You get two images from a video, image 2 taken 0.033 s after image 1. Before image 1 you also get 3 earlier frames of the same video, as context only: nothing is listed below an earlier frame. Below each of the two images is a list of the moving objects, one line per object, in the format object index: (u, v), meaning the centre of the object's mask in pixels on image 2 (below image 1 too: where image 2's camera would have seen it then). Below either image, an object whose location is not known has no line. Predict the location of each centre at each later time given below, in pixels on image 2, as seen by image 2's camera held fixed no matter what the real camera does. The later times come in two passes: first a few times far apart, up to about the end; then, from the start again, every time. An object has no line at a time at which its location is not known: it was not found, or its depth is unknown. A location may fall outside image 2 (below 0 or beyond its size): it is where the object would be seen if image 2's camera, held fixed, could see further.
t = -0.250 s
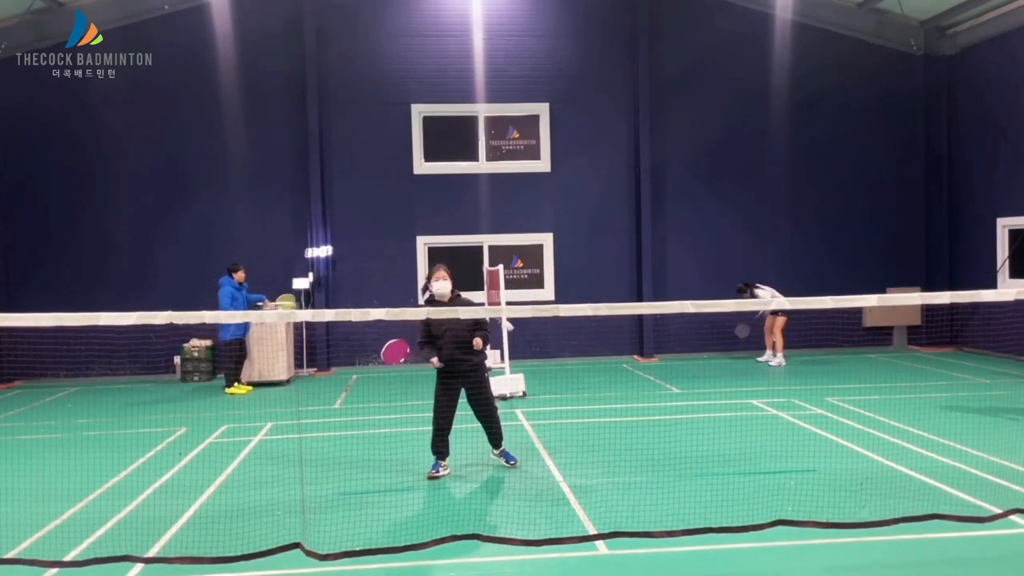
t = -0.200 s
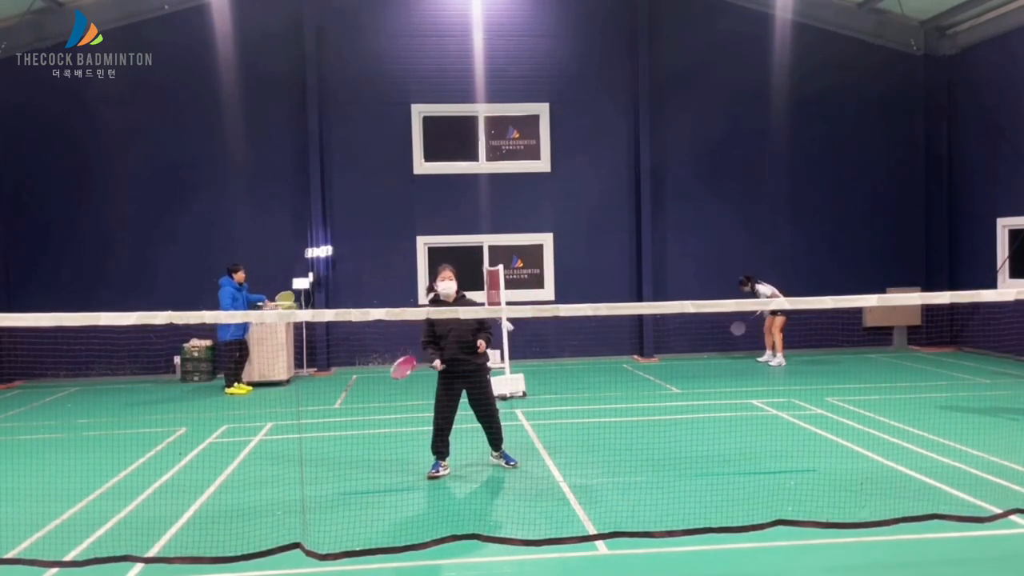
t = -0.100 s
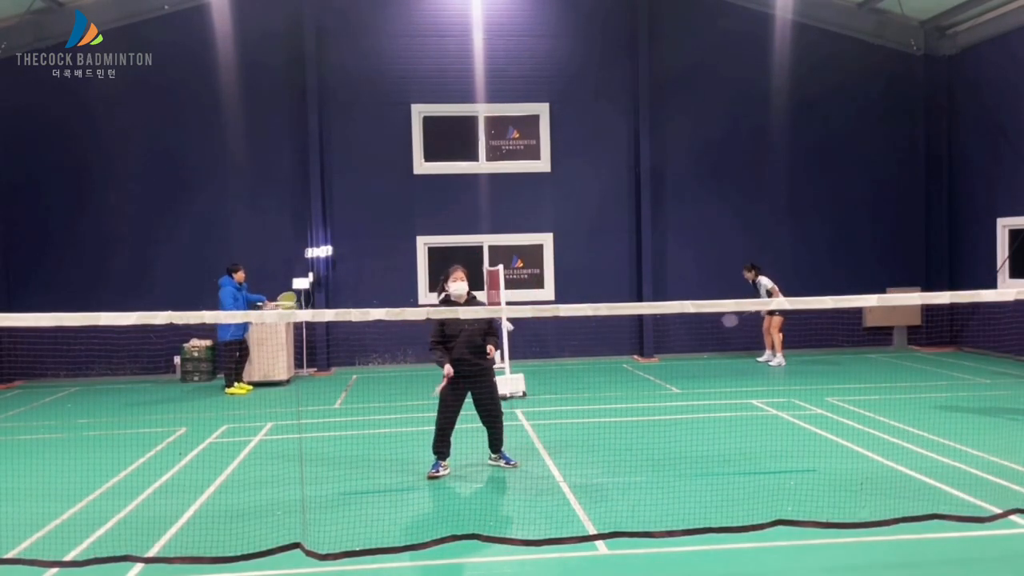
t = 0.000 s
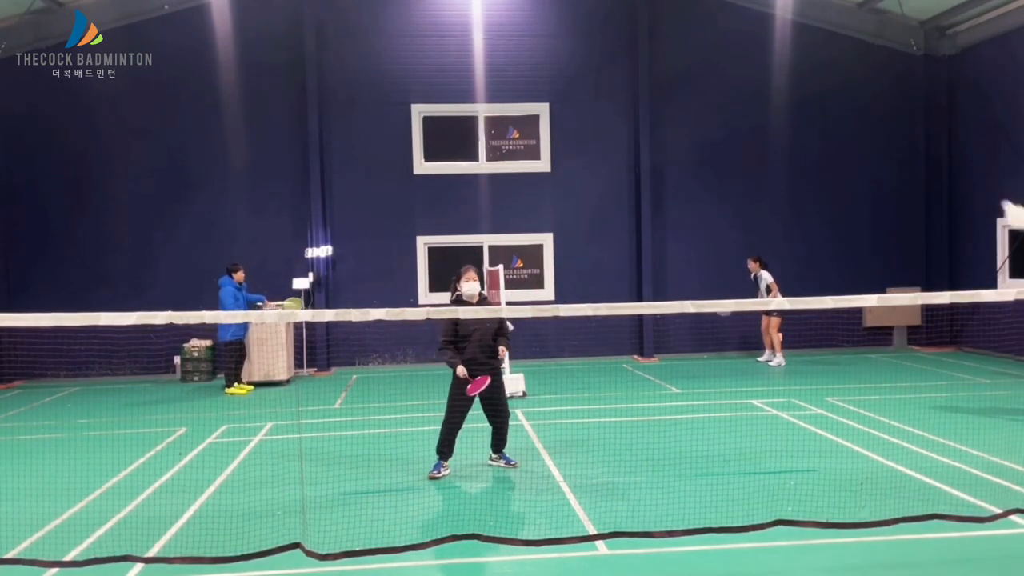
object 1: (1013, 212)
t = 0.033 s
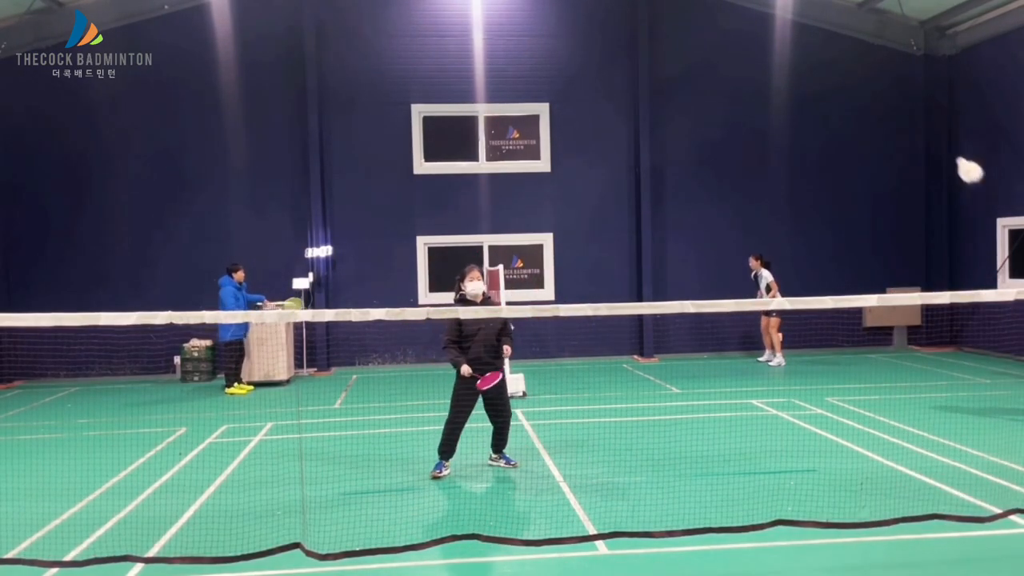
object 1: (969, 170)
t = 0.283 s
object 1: (798, 60)
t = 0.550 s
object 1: (730, 107)
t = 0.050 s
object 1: (949, 152)
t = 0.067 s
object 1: (931, 136)
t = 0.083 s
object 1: (916, 123)
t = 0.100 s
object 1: (902, 111)
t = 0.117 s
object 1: (888, 101)
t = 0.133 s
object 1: (877, 93)
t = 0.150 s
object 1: (865, 85)
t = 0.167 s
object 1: (855, 79)
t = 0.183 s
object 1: (845, 74)
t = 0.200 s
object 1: (836, 70)
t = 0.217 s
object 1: (828, 66)
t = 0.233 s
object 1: (820, 64)
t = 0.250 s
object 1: (812, 62)
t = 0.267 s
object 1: (805, 61)
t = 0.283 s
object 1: (798, 60)
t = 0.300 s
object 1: (792, 60)
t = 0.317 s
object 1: (786, 61)
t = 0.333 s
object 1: (781, 61)
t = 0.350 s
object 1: (776, 63)
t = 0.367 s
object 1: (771, 64)
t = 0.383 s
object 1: (766, 66)
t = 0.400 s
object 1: (762, 69)
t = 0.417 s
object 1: (758, 71)
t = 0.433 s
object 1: (753, 75)
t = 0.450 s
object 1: (749, 78)
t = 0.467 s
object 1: (746, 82)
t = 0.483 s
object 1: (742, 86)
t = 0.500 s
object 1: (738, 91)
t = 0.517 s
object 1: (735, 96)
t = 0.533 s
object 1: (732, 101)
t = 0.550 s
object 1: (730, 107)
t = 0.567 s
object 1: (727, 112)
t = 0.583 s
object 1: (724, 118)
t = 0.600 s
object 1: (722, 124)
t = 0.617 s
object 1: (719, 130)
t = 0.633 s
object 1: (717, 137)
